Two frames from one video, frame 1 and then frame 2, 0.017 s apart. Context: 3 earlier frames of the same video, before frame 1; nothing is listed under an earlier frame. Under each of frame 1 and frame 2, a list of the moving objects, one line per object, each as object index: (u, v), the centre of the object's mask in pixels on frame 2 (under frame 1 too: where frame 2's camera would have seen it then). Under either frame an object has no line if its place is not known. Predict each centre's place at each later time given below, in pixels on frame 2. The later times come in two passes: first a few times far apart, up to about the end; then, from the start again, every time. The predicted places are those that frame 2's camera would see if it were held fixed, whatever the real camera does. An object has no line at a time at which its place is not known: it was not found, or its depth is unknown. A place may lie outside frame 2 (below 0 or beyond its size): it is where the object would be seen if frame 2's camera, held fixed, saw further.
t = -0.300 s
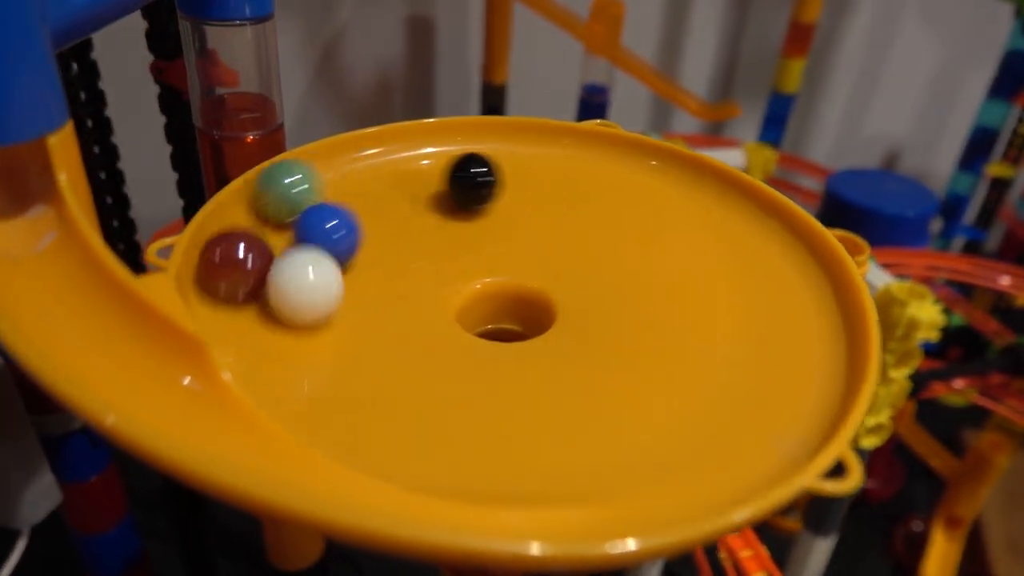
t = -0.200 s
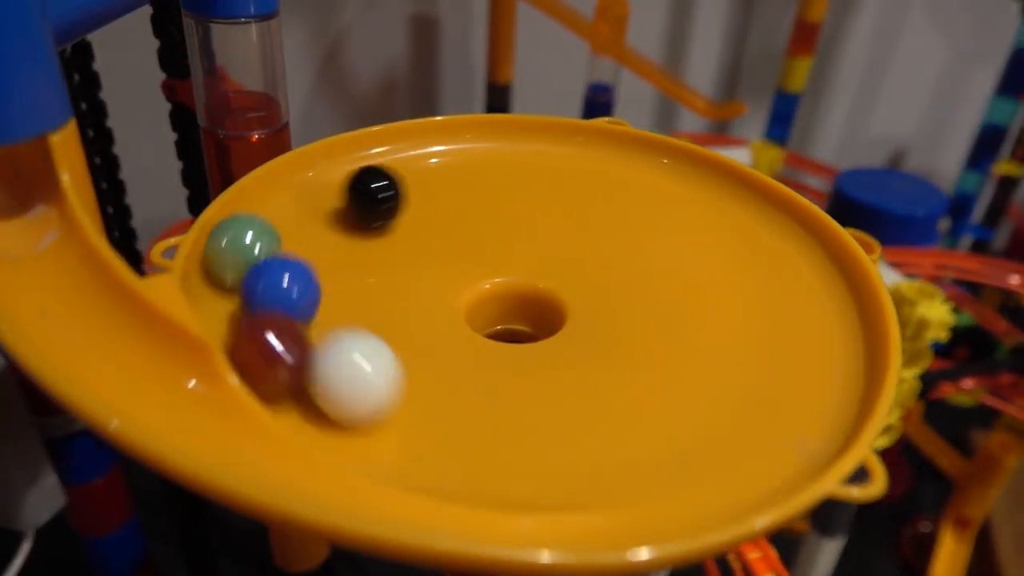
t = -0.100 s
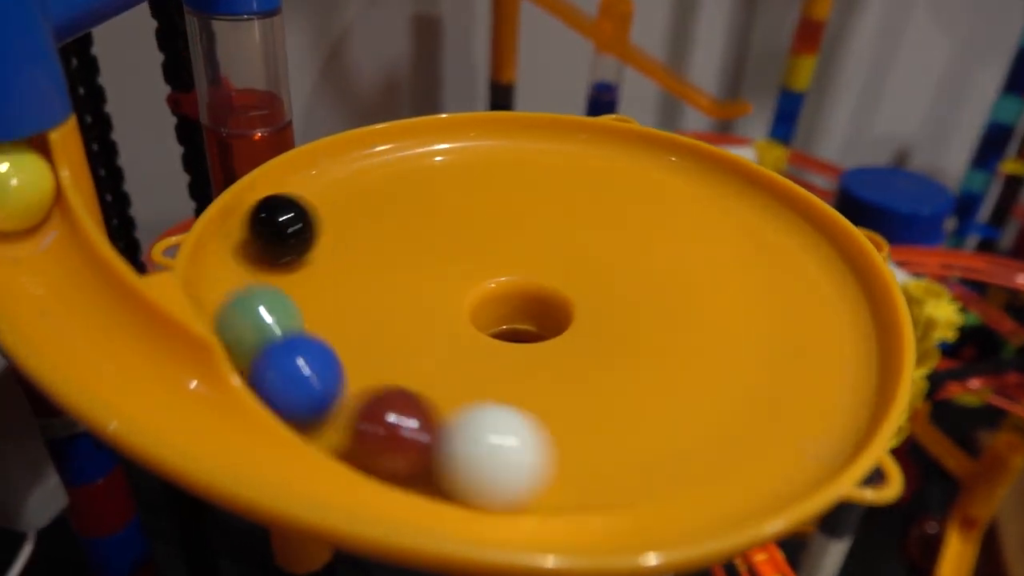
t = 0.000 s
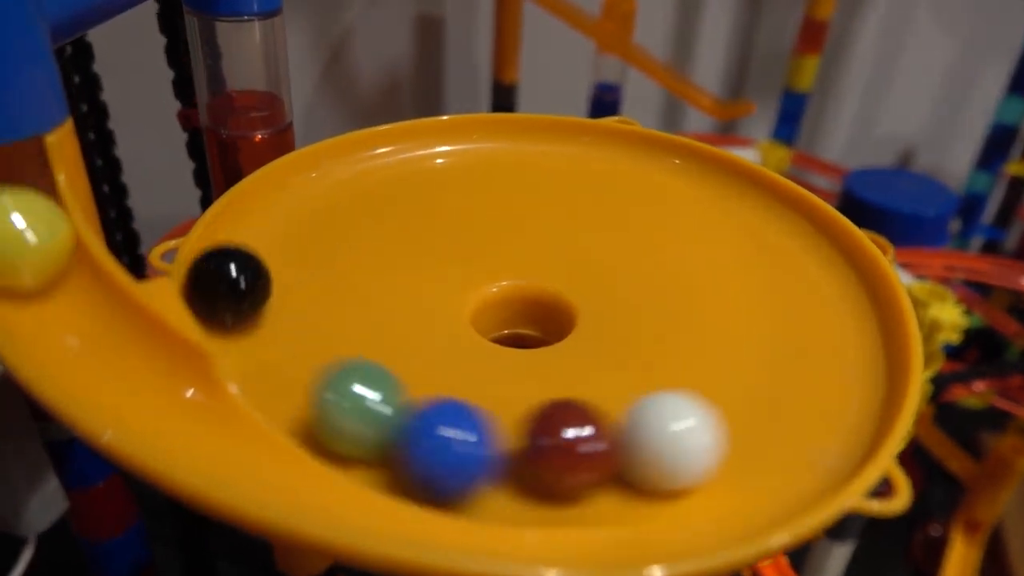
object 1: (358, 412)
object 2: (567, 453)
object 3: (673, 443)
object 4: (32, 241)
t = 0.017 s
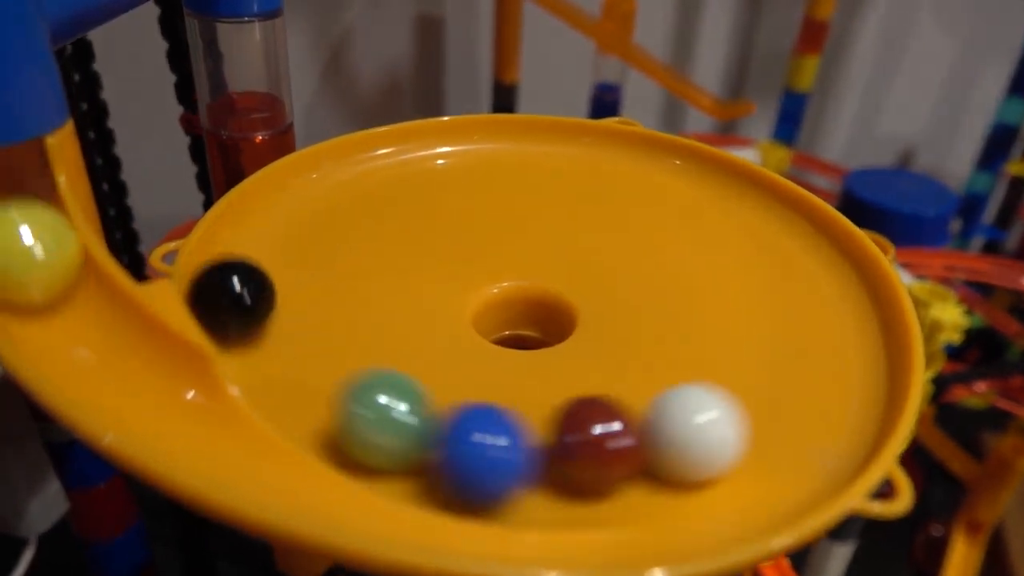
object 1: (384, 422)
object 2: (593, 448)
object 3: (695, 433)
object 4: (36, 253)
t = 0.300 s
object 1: (777, 369)
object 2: (745, 272)
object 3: (759, 226)
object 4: (659, 509)
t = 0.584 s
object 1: (687, 231)
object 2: (538, 213)
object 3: (535, 166)
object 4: (760, 188)
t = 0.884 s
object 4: (347, 158)
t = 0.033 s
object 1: (412, 430)
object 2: (620, 441)
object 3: (715, 423)
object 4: (39, 269)
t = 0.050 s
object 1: (440, 437)
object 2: (643, 431)
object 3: (734, 410)
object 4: (44, 285)
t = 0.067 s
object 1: (469, 443)
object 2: (667, 421)
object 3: (749, 398)
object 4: (54, 302)
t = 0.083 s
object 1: (498, 447)
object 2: (687, 409)
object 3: (762, 385)
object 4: (70, 321)
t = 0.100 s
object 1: (528, 449)
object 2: (705, 397)
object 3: (773, 371)
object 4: (89, 340)
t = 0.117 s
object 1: (557, 449)
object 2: (718, 383)
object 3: (781, 358)
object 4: (114, 361)
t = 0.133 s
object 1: (585, 448)
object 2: (727, 368)
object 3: (787, 344)
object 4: (142, 382)
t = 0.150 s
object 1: (612, 445)
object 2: (733, 354)
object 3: (791, 331)
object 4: (175, 402)
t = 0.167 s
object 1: (639, 441)
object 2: (742, 344)
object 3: (795, 315)
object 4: (215, 423)
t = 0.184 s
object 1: (663, 435)
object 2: (748, 332)
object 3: (795, 302)
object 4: (260, 446)
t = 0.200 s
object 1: (687, 427)
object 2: (749, 323)
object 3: (794, 290)
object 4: (307, 469)
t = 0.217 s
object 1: (708, 418)
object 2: (751, 314)
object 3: (792, 277)
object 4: (366, 481)
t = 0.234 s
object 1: (725, 410)
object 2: (752, 305)
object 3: (787, 265)
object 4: (426, 496)
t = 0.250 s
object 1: (742, 401)
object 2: (751, 298)
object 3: (782, 254)
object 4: (485, 506)
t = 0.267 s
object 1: (756, 390)
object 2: (750, 289)
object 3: (776, 244)
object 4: (546, 512)
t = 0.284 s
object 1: (768, 379)
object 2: (748, 281)
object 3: (768, 234)
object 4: (607, 514)
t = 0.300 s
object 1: (777, 369)
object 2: (745, 272)
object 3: (759, 226)
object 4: (659, 509)
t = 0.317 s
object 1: (784, 359)
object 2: (740, 265)
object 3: (749, 217)
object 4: (709, 499)
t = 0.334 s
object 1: (789, 349)
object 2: (734, 257)
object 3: (739, 209)
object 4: (754, 484)
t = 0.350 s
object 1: (792, 338)
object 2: (727, 250)
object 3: (729, 202)
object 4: (792, 462)
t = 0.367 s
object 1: (793, 328)
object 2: (719, 243)
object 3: (717, 197)
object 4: (819, 438)
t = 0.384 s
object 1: (792, 317)
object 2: (709, 236)
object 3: (705, 191)
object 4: (841, 414)
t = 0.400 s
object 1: (791, 307)
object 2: (699, 231)
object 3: (692, 186)
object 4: (855, 389)
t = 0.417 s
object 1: (787, 297)
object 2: (688, 225)
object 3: (680, 181)
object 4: (862, 365)
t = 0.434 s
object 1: (782, 288)
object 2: (676, 221)
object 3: (667, 178)
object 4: (867, 341)
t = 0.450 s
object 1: (776, 279)
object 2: (663, 218)
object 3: (654, 174)
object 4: (867, 316)
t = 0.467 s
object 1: (768, 272)
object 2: (650, 215)
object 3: (640, 171)
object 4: (863, 296)
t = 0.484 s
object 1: (760, 265)
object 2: (635, 213)
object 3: (626, 169)
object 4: (855, 276)
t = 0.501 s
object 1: (750, 258)
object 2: (621, 211)
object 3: (611, 168)
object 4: (845, 258)
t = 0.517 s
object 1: (739, 252)
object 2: (605, 210)
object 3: (597, 166)
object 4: (832, 241)
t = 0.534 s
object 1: (727, 246)
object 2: (589, 210)
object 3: (582, 165)
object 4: (817, 225)
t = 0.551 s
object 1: (715, 240)
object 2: (573, 210)
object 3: (567, 165)
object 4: (801, 210)
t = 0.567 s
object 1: (702, 236)
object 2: (555, 211)
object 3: (551, 165)
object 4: (781, 199)
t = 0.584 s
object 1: (687, 231)
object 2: (538, 213)
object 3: (535, 166)
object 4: (760, 188)
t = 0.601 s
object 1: (671, 228)
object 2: (520, 215)
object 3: (518, 169)
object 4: (740, 179)
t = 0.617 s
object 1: (655, 225)
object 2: (502, 218)
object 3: (502, 171)
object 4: (718, 170)
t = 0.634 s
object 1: (638, 223)
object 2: (483, 223)
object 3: (486, 174)
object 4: (698, 160)
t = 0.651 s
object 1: (619, 221)
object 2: (465, 225)
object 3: (469, 177)
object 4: (676, 152)
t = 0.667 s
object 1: (600, 220)
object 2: (449, 229)
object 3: (454, 180)
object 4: (656, 147)
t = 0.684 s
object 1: (583, 219)
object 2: (432, 233)
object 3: (438, 185)
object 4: (631, 143)
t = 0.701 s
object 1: (564, 218)
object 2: (416, 238)
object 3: (423, 189)
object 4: (607, 140)
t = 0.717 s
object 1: (545, 218)
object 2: (399, 244)
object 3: (406, 194)
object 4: (583, 139)
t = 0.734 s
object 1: (527, 219)
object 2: (385, 250)
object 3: (391, 200)
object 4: (559, 136)
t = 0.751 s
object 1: (510, 220)
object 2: (371, 256)
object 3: (376, 206)
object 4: (536, 133)
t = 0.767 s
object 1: (492, 222)
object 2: (357, 266)
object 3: (361, 212)
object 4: (510, 133)
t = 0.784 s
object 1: (474, 224)
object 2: (344, 274)
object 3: (346, 219)
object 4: (487, 133)
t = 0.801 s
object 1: (458, 227)
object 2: (333, 282)
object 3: (332, 226)
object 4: (463, 135)
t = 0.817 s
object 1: (440, 230)
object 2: (323, 290)
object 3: (318, 234)
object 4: (439, 139)
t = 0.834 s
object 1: (423, 234)
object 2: (314, 299)
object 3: (304, 243)
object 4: (417, 143)
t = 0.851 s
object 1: (408, 238)
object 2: (306, 309)
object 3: (293, 251)
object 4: (393, 147)
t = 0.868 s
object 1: (393, 243)
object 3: (282, 261)
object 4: (370, 153)
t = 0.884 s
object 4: (347, 158)
